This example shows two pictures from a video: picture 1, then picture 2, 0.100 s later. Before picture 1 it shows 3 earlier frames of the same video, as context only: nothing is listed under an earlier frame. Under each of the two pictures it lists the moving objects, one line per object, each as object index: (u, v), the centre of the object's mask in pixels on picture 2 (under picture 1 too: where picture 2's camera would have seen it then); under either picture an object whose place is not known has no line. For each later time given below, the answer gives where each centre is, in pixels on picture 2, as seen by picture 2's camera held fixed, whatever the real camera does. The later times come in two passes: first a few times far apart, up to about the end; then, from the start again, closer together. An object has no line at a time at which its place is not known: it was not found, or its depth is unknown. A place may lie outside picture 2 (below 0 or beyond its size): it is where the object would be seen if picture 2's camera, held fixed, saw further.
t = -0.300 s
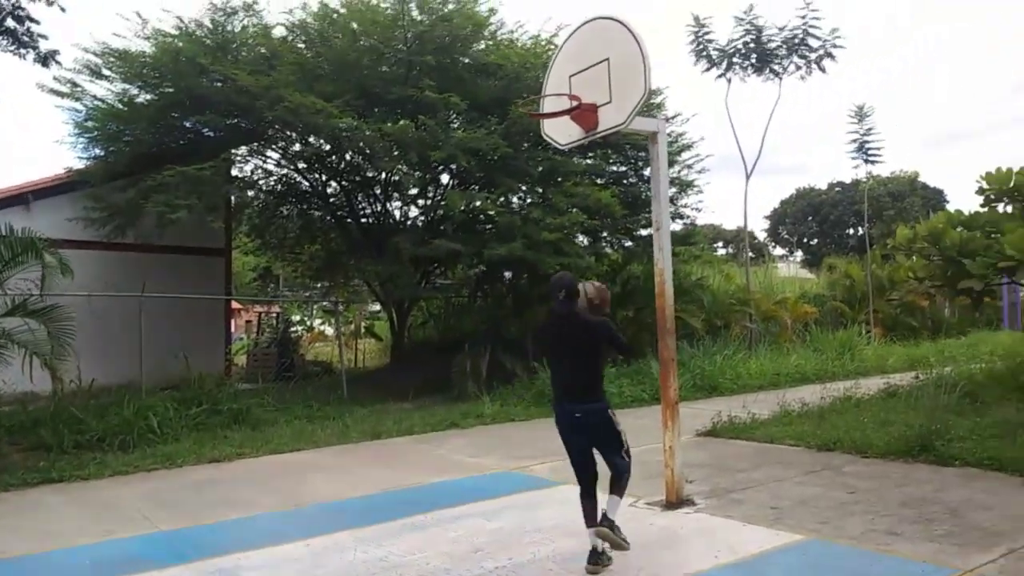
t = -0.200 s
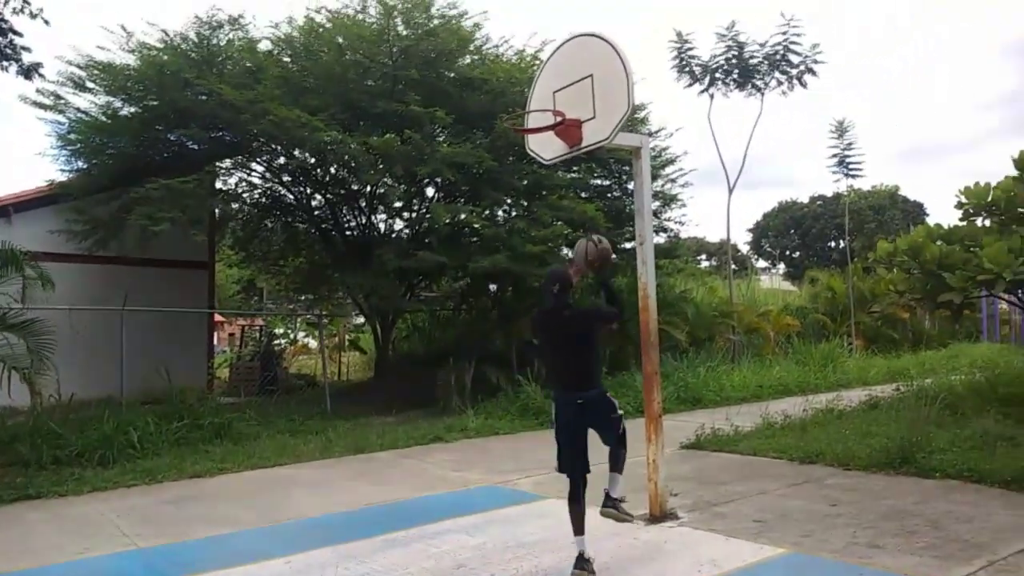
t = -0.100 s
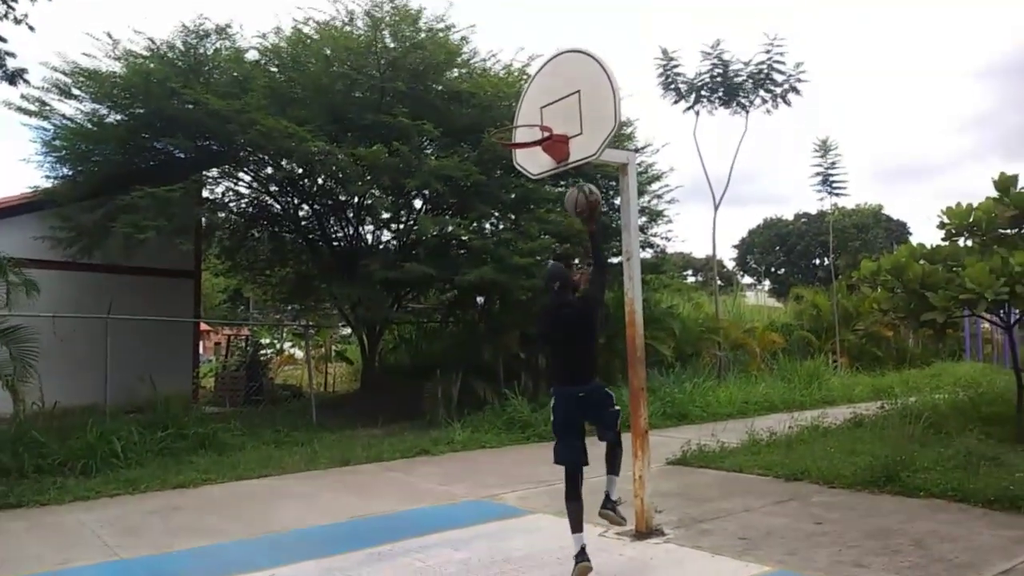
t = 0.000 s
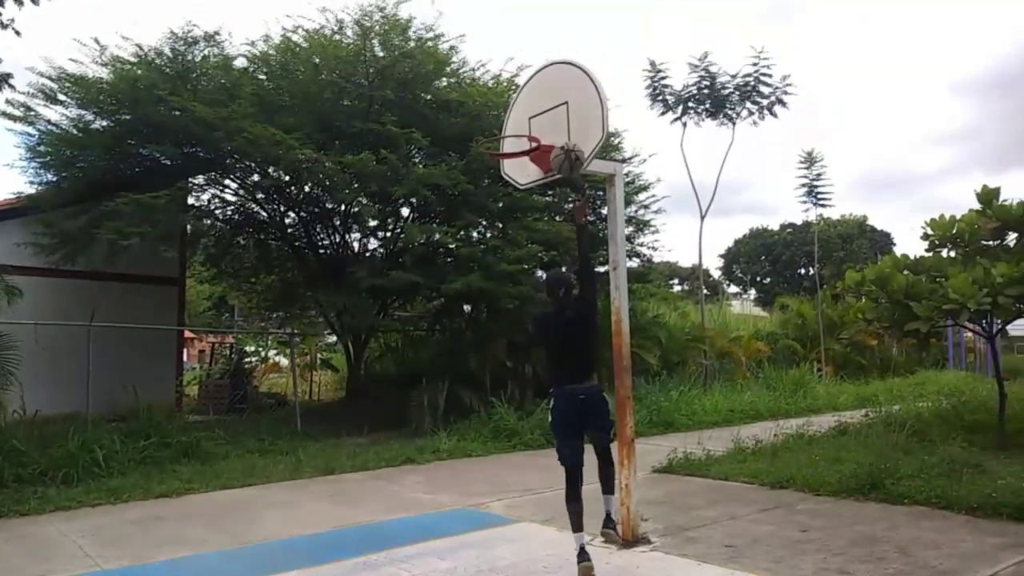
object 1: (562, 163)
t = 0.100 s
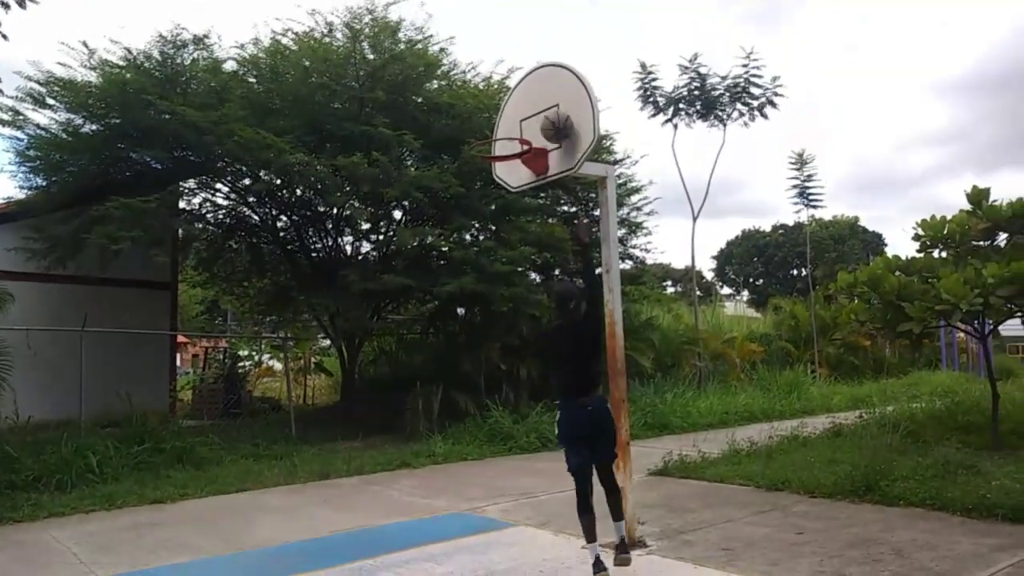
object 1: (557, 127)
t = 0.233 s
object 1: (534, 110)
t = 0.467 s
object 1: (482, 141)
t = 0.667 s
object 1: (517, 162)
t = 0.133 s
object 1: (553, 120)
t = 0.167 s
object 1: (549, 115)
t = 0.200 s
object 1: (542, 112)
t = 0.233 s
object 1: (534, 110)
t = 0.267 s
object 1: (527, 109)
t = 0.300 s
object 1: (521, 110)
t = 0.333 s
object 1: (515, 111)
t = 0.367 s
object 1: (507, 114)
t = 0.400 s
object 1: (499, 119)
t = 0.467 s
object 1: (482, 141)
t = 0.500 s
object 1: (485, 143)
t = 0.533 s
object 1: (492, 144)
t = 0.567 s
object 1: (501, 145)
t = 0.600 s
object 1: (507, 150)
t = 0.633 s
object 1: (512, 157)
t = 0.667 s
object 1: (517, 162)
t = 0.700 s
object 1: (522, 172)
